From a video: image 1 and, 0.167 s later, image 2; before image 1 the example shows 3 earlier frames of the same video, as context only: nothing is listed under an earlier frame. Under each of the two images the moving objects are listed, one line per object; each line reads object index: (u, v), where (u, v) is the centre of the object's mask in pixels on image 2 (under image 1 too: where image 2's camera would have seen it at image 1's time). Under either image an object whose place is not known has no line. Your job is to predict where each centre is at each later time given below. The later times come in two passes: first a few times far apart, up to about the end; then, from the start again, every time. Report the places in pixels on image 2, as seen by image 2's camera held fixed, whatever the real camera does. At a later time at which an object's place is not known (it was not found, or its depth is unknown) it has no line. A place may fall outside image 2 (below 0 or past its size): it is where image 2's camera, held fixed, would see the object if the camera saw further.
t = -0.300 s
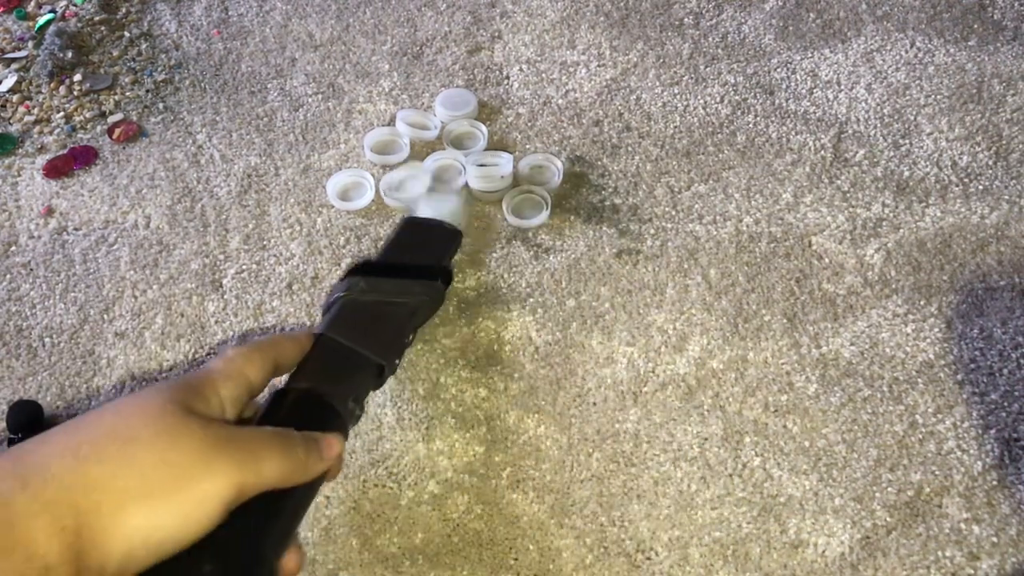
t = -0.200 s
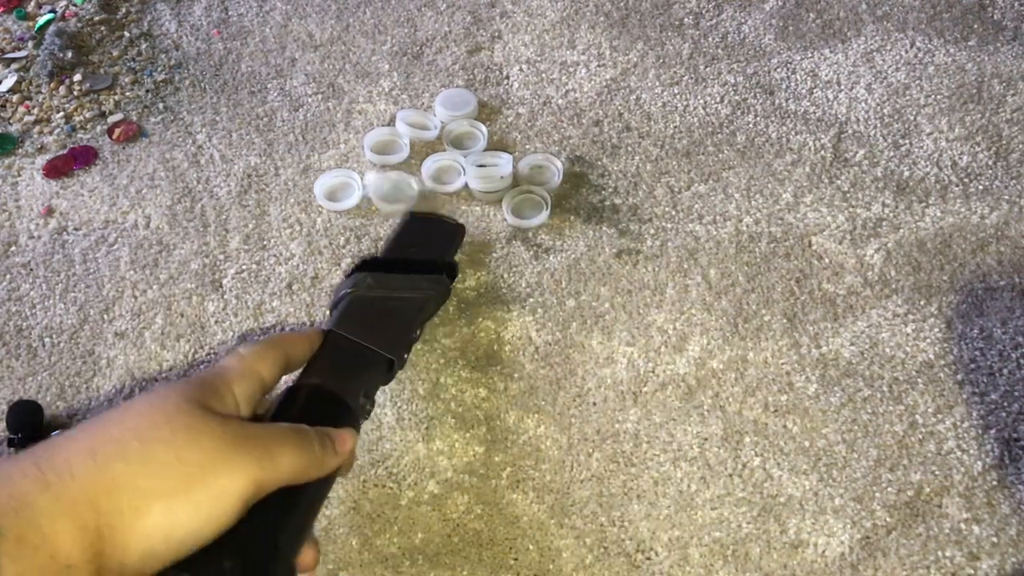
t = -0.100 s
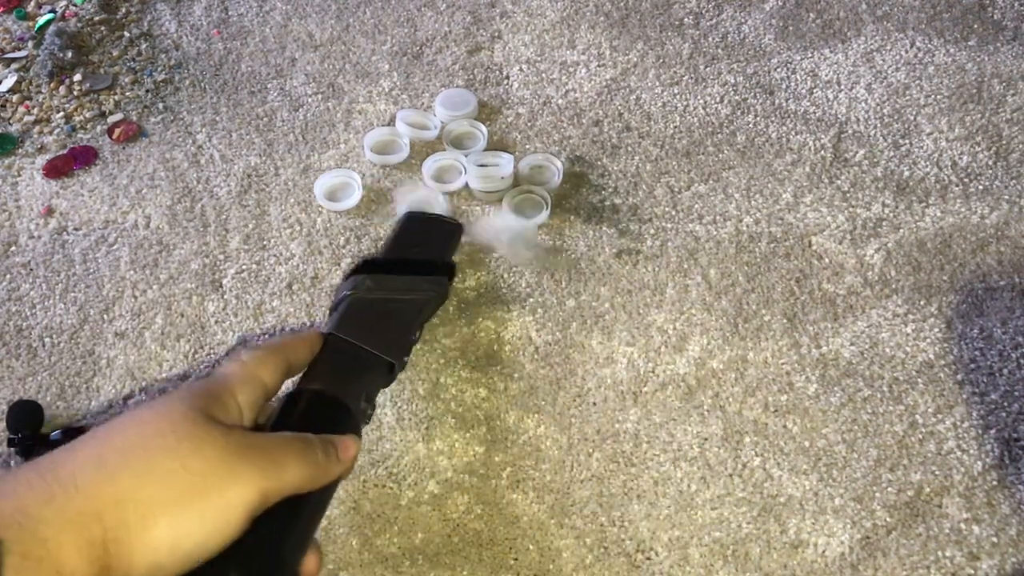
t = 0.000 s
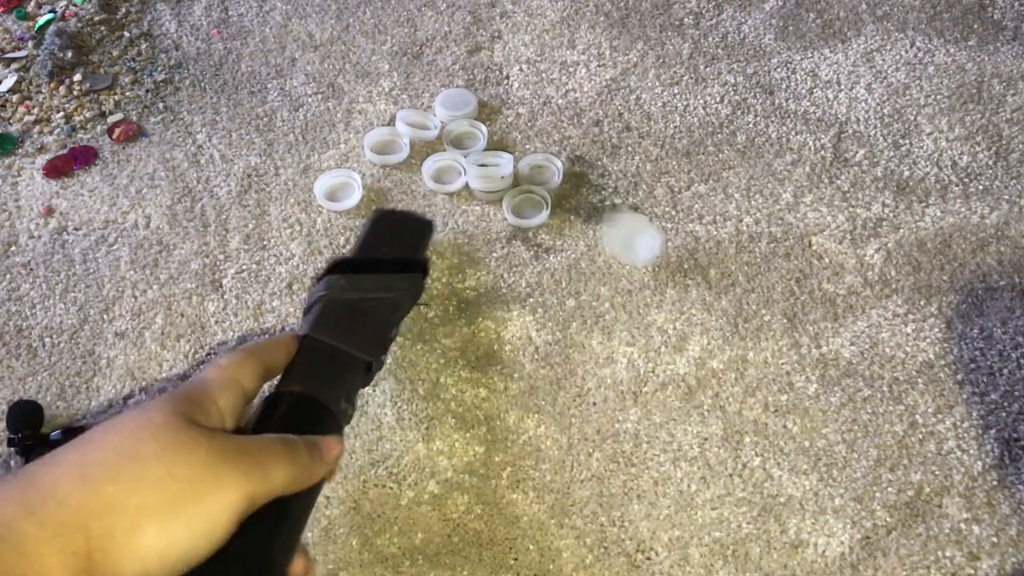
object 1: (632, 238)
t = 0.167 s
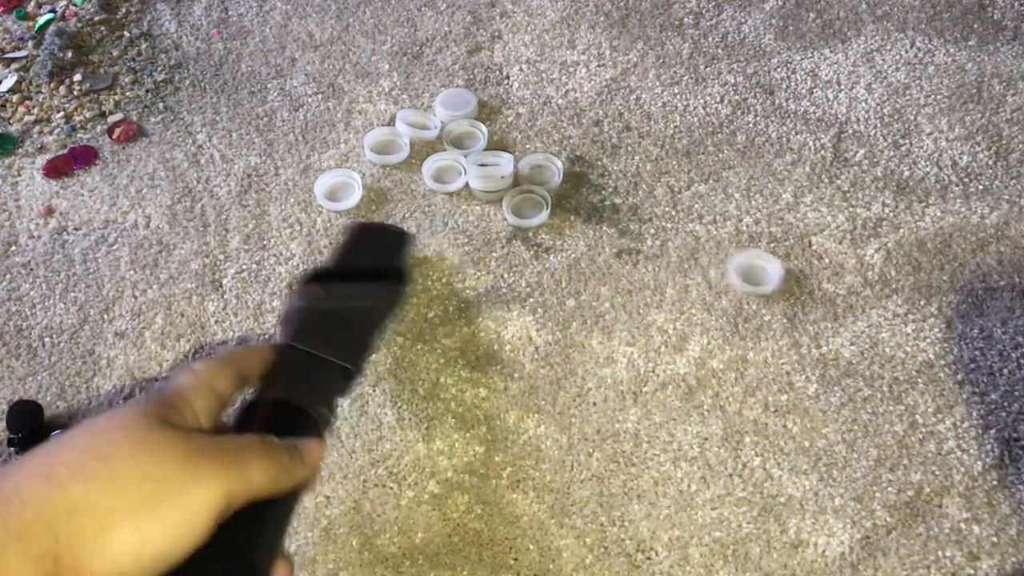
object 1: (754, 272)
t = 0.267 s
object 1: (763, 275)
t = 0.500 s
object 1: (764, 276)
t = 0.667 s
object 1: (764, 276)
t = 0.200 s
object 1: (760, 273)
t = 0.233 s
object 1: (763, 275)
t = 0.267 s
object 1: (763, 275)
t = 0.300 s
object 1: (763, 275)
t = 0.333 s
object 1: (763, 275)
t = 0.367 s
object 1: (763, 276)
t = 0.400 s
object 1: (763, 276)
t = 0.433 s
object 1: (763, 276)
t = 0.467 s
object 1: (764, 276)
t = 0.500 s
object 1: (764, 276)
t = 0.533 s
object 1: (764, 276)
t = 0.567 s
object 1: (764, 276)
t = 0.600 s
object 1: (764, 276)
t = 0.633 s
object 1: (764, 276)
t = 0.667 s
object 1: (764, 276)
